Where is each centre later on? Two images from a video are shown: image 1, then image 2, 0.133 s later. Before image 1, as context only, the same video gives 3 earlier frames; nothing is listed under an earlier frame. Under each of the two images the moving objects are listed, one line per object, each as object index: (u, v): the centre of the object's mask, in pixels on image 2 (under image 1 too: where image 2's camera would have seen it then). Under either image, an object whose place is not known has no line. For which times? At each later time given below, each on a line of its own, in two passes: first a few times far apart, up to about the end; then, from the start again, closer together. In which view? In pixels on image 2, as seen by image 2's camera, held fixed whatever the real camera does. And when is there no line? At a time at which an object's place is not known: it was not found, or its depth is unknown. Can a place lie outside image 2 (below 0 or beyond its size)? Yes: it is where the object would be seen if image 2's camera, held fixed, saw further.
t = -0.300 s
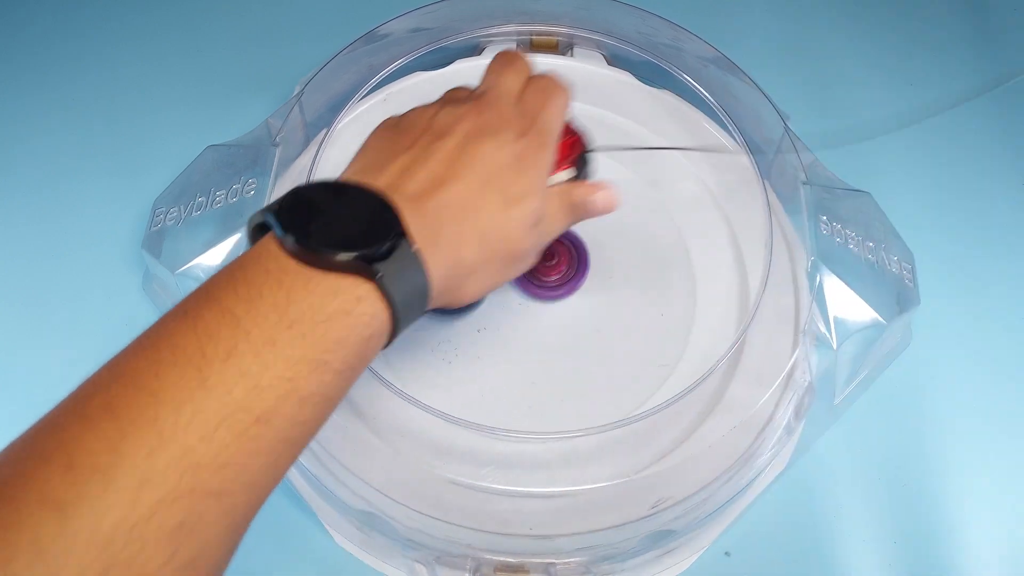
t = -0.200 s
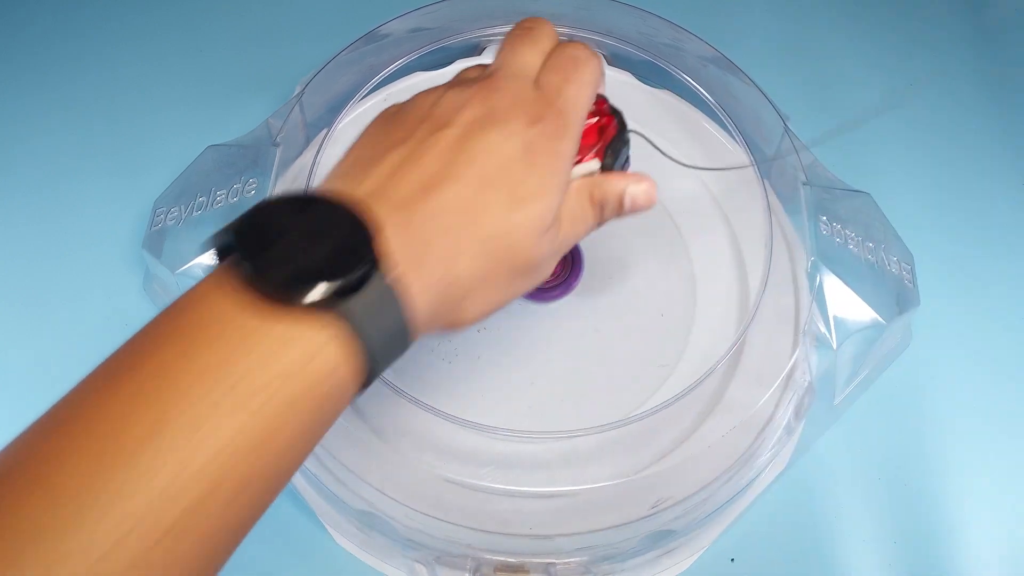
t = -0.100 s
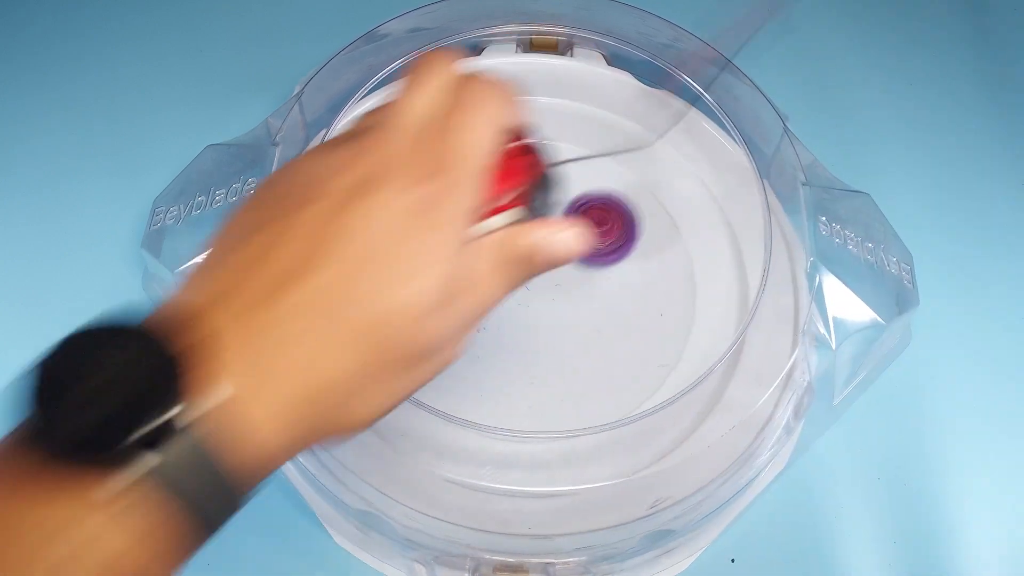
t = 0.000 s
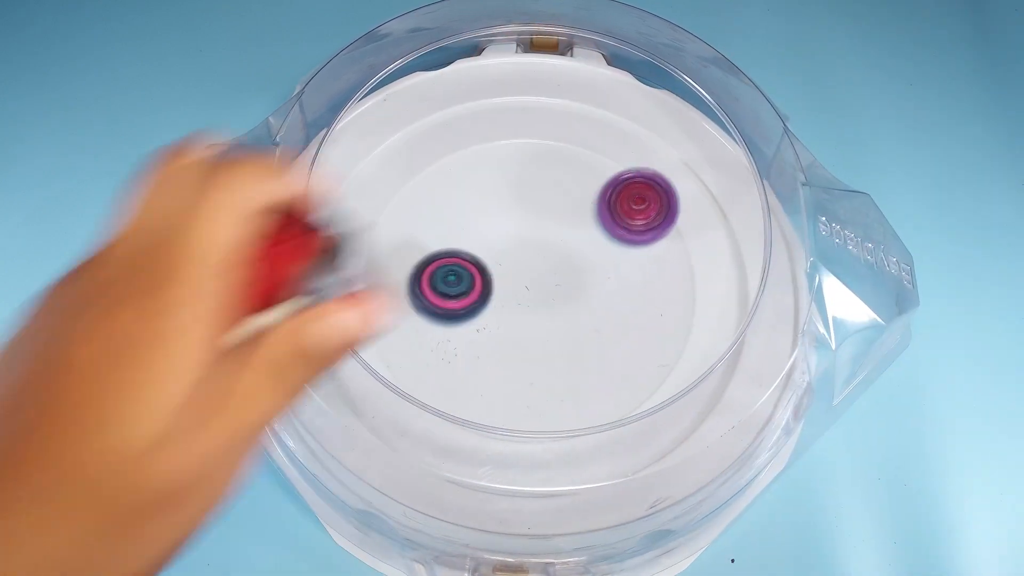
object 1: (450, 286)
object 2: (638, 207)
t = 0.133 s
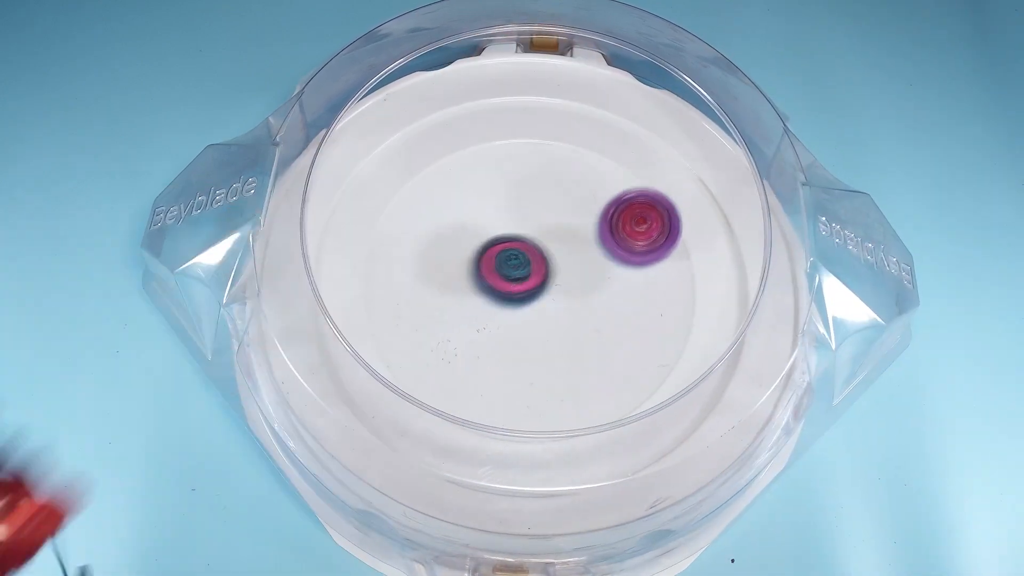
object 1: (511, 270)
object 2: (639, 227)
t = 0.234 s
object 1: (563, 279)
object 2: (643, 234)
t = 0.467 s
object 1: (582, 361)
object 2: (647, 251)
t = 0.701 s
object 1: (537, 358)
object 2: (605, 283)
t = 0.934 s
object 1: (471, 324)
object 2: (555, 244)
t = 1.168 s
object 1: (461, 274)
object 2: (598, 173)
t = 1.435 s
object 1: (564, 302)
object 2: (605, 167)
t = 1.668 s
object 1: (499, 367)
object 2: (604, 171)
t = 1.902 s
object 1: (459, 312)
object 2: (577, 210)
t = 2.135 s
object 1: (496, 248)
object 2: (580, 246)
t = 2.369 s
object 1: (522, 248)
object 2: (599, 293)
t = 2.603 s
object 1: (467, 204)
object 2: (635, 378)
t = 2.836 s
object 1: (529, 199)
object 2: (526, 383)
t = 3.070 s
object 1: (563, 284)
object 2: (440, 240)
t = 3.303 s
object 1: (487, 318)
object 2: (566, 135)
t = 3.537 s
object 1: (473, 256)
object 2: (663, 149)
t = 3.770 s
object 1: (530, 251)
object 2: (670, 146)
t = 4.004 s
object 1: (557, 300)
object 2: (671, 147)
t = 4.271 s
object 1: (518, 322)
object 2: (670, 148)
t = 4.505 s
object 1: (501, 297)
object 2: (666, 152)
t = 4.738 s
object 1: (520, 269)
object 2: (659, 160)
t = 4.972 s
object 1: (555, 267)
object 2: (652, 172)
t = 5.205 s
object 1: (539, 305)
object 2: (655, 235)
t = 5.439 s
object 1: (450, 300)
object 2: (658, 263)
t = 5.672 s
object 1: (486, 206)
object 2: (515, 322)
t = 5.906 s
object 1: (555, 170)
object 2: (475, 290)
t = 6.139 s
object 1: (595, 219)
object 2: (506, 223)
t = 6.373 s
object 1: (605, 296)
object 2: (531, 231)
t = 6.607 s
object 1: (536, 337)
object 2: (546, 261)
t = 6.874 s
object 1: (457, 355)
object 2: (541, 240)
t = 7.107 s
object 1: (442, 313)
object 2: (546, 261)
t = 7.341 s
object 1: (466, 264)
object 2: (549, 278)
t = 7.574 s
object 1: (506, 239)
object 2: (558, 305)
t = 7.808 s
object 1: (533, 232)
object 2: (543, 332)
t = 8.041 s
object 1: (549, 170)
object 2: (520, 401)
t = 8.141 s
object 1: (561, 171)
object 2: (494, 391)
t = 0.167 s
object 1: (534, 266)
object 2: (636, 234)
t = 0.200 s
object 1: (555, 268)
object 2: (633, 240)
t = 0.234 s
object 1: (563, 279)
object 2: (643, 234)
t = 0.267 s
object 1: (570, 293)
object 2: (653, 231)
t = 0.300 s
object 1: (577, 305)
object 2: (657, 229)
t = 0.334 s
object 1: (583, 318)
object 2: (657, 231)
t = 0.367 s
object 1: (587, 331)
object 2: (656, 235)
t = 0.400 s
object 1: (589, 343)
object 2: (654, 240)
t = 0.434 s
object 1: (587, 354)
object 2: (651, 245)
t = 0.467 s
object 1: (582, 361)
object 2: (647, 251)
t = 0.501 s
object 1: (576, 366)
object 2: (643, 256)
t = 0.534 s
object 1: (569, 369)
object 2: (637, 261)
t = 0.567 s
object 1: (562, 369)
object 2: (632, 266)
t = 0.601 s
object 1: (555, 368)
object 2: (626, 271)
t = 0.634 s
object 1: (549, 366)
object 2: (619, 275)
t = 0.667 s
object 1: (543, 363)
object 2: (612, 279)
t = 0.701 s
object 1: (537, 358)
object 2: (605, 283)
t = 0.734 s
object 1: (531, 353)
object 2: (595, 286)
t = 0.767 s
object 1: (526, 345)
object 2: (585, 288)
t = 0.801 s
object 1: (511, 350)
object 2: (580, 278)
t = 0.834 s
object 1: (496, 352)
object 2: (576, 265)
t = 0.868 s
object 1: (484, 348)
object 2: (570, 255)
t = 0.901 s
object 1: (476, 338)
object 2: (562, 248)
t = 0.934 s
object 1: (471, 324)
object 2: (555, 244)
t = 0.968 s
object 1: (472, 306)
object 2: (549, 242)
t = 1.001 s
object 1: (477, 289)
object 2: (544, 241)
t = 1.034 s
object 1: (467, 288)
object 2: (558, 222)
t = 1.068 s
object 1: (458, 290)
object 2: (572, 203)
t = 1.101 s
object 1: (455, 288)
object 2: (584, 188)
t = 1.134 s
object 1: (456, 282)
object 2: (593, 178)
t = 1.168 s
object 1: (461, 274)
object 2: (598, 173)
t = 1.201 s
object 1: (470, 264)
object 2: (601, 173)
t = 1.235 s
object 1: (483, 255)
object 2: (602, 175)
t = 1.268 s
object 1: (498, 249)
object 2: (602, 177)
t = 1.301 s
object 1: (516, 246)
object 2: (602, 180)
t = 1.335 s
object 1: (533, 247)
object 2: (601, 183)
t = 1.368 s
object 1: (550, 252)
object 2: (599, 188)
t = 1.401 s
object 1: (560, 273)
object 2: (601, 181)
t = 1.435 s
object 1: (564, 302)
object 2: (605, 167)
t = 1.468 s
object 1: (564, 324)
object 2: (608, 159)
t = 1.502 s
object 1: (558, 342)
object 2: (608, 157)
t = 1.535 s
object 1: (547, 356)
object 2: (609, 158)
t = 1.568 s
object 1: (534, 365)
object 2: (608, 159)
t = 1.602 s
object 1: (521, 369)
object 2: (608, 163)
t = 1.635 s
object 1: (509, 370)
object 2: (606, 166)
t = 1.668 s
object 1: (499, 367)
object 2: (604, 171)
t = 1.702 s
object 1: (488, 364)
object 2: (601, 175)
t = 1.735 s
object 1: (480, 358)
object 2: (598, 180)
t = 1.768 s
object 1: (473, 350)
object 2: (594, 186)
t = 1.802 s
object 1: (467, 343)
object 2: (590, 192)
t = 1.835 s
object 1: (463, 334)
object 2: (586, 198)
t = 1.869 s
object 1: (460, 324)
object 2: (581, 204)
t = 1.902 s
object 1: (459, 312)
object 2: (577, 210)
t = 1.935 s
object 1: (461, 299)
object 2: (571, 217)
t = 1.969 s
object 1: (466, 284)
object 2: (566, 225)
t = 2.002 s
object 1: (475, 270)
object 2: (560, 234)
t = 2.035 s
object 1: (479, 262)
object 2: (562, 237)
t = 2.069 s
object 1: (482, 257)
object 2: (569, 238)
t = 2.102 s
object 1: (489, 252)
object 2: (574, 241)
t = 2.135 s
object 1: (496, 248)
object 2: (580, 246)
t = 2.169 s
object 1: (502, 246)
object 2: (587, 251)
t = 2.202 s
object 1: (502, 245)
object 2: (599, 256)
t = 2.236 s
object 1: (507, 244)
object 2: (605, 262)
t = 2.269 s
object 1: (514, 245)
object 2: (605, 269)
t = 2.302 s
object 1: (521, 246)
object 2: (600, 275)
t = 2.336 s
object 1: (521, 247)
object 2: (601, 284)
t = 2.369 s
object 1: (522, 248)
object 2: (599, 293)
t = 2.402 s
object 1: (526, 252)
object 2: (593, 300)
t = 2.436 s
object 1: (512, 246)
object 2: (605, 317)
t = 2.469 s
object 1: (490, 234)
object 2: (624, 338)
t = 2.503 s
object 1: (475, 225)
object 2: (638, 355)
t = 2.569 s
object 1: (465, 209)
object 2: (641, 373)
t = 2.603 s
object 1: (467, 204)
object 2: (635, 378)
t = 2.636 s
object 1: (474, 198)
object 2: (626, 382)
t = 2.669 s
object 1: (482, 195)
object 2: (614, 386)
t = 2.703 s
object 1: (491, 193)
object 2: (601, 388)
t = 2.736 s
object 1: (500, 192)
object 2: (586, 391)
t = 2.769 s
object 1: (509, 193)
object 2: (568, 391)
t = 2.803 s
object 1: (519, 195)
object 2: (548, 389)
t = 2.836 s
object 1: (529, 199)
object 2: (526, 383)
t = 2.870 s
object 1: (537, 205)
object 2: (504, 374)
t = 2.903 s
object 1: (546, 214)
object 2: (484, 359)
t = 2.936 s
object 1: (555, 227)
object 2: (465, 340)
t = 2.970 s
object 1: (562, 242)
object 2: (451, 319)
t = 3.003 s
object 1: (565, 257)
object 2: (442, 293)
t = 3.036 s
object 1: (566, 271)
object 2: (437, 267)
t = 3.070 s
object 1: (563, 284)
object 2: (440, 240)
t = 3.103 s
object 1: (557, 296)
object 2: (448, 216)
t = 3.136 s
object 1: (549, 307)
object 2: (459, 192)
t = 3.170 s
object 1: (538, 315)
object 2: (475, 173)
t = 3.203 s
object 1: (526, 320)
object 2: (495, 156)
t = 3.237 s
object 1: (512, 323)
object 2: (517, 143)
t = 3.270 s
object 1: (500, 322)
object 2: (541, 136)
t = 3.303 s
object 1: (487, 318)
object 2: (566, 135)
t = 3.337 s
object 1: (477, 311)
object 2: (590, 136)
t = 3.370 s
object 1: (469, 303)
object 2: (611, 140)
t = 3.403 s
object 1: (464, 295)
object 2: (629, 143)
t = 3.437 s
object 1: (462, 276)
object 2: (653, 148)
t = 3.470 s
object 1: (464, 269)
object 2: (659, 149)
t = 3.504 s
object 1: (468, 262)
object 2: (661, 149)
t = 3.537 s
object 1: (473, 256)
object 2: (663, 149)
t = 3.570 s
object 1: (480, 251)
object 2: (664, 149)
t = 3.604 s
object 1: (487, 248)
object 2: (665, 148)
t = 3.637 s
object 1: (495, 246)
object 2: (667, 148)
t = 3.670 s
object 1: (504, 245)
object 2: (668, 147)
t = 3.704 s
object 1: (512, 246)
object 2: (669, 147)
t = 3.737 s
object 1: (521, 248)
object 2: (669, 147)
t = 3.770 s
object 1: (530, 251)
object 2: (670, 146)
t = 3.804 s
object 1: (538, 256)
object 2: (671, 146)
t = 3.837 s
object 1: (545, 262)
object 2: (671, 146)
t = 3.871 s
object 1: (550, 268)
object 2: (672, 146)
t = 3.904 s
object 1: (554, 276)
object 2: (671, 147)
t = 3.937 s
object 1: (557, 284)
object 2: (671, 147)
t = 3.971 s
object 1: (558, 292)
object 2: (671, 147)
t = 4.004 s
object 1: (557, 300)
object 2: (671, 147)
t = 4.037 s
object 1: (555, 307)
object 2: (671, 147)
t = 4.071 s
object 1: (551, 313)
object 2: (671, 147)
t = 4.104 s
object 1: (546, 317)
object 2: (671, 147)
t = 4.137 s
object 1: (541, 321)
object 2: (671, 147)
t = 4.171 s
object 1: (535, 323)
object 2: (671, 147)
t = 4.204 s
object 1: (529, 324)
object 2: (671, 148)
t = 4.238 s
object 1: (523, 323)
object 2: (671, 148)
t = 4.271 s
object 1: (518, 322)
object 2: (670, 148)
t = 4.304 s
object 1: (513, 320)
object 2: (670, 149)
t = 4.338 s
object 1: (509, 317)
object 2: (670, 149)
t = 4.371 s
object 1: (506, 314)
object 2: (669, 150)
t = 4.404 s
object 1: (503, 310)
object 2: (668, 150)
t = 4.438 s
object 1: (501, 306)
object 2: (668, 151)
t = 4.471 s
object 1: (501, 302)
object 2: (667, 152)
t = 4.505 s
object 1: (501, 297)
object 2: (666, 152)
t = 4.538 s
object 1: (501, 292)
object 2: (665, 153)
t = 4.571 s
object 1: (502, 288)
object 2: (664, 154)
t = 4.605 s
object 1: (505, 284)
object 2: (663, 155)
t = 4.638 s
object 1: (508, 280)
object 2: (662, 156)
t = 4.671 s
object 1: (511, 276)
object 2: (661, 157)
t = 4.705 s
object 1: (516, 272)
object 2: (660, 158)
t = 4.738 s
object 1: (520, 269)
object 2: (659, 160)
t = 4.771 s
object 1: (525, 267)
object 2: (658, 161)
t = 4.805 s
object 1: (530, 266)
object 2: (657, 162)
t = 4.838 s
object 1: (536, 265)
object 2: (656, 164)
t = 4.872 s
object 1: (541, 264)
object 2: (655, 166)
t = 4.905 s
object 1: (546, 265)
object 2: (654, 167)
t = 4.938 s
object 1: (550, 266)
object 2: (653, 169)
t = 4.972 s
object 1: (555, 267)
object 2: (652, 172)
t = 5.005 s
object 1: (558, 269)
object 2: (651, 177)
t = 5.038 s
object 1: (561, 271)
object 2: (650, 185)
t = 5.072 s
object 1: (563, 274)
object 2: (649, 196)
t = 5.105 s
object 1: (564, 276)
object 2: (647, 209)
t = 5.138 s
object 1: (566, 279)
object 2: (644, 226)
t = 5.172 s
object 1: (563, 283)
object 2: (640, 242)
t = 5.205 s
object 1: (539, 305)
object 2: (655, 235)
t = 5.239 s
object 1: (517, 323)
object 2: (669, 234)
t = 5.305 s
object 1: (481, 337)
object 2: (681, 234)
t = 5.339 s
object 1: (468, 334)
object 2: (679, 238)
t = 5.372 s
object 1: (459, 325)
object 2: (674, 244)
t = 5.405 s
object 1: (452, 314)
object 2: (668, 253)
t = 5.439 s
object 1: (450, 300)
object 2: (658, 263)
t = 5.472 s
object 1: (451, 286)
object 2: (644, 275)
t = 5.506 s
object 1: (455, 273)
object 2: (626, 288)
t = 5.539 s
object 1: (461, 263)
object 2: (602, 298)
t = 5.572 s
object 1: (470, 254)
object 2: (573, 305)
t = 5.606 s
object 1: (482, 247)
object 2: (542, 307)
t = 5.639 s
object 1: (485, 227)
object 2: (525, 314)
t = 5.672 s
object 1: (486, 206)
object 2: (515, 322)
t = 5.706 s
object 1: (492, 190)
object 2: (506, 325)
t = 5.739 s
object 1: (501, 179)
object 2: (499, 324)
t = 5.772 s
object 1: (512, 173)
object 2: (493, 319)
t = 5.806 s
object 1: (524, 169)
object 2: (487, 314)
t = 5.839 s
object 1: (535, 167)
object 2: (482, 307)
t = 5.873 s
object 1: (545, 168)
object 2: (478, 299)
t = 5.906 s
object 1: (555, 170)
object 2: (475, 290)
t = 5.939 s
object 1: (563, 174)
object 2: (473, 280)
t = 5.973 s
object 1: (571, 179)
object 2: (473, 269)
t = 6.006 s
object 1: (578, 186)
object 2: (475, 259)
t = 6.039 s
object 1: (583, 193)
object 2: (479, 248)
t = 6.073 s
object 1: (588, 201)
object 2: (486, 238)
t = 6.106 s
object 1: (592, 210)
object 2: (495, 230)
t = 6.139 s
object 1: (595, 219)
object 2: (506, 223)
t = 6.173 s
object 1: (599, 229)
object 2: (515, 219)
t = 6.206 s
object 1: (611, 240)
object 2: (514, 218)
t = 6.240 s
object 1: (617, 252)
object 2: (516, 221)
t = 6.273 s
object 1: (618, 265)
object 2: (518, 223)
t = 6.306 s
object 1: (616, 276)
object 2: (522, 225)
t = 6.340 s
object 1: (612, 286)
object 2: (526, 228)
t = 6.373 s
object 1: (605, 296)
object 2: (531, 231)
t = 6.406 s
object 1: (597, 304)
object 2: (537, 236)
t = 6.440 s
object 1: (588, 311)
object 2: (542, 242)
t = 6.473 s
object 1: (580, 320)
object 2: (546, 248)
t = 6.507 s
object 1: (571, 329)
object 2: (546, 250)
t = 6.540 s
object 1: (559, 334)
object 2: (546, 253)
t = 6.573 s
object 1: (547, 336)
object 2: (546, 257)
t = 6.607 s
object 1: (536, 337)
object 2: (546, 261)
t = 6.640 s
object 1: (527, 350)
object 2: (544, 253)
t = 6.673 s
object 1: (516, 362)
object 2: (541, 242)
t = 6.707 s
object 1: (504, 367)
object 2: (538, 236)
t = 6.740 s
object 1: (492, 367)
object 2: (536, 233)
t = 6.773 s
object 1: (482, 365)
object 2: (536, 234)
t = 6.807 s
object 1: (472, 362)
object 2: (538, 236)
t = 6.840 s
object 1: (464, 358)
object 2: (539, 238)
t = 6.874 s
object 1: (457, 355)
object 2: (541, 240)
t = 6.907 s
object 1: (451, 350)
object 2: (542, 243)
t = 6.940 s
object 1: (447, 345)
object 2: (543, 245)
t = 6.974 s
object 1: (444, 339)
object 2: (544, 248)
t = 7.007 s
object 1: (442, 333)
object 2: (545, 251)
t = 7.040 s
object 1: (441, 326)
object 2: (546, 254)
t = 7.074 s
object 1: (441, 320)
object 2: (546, 257)
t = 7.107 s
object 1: (442, 313)
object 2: (546, 261)
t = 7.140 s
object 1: (444, 306)
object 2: (547, 264)
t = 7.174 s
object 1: (446, 299)
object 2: (546, 267)
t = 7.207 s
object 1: (450, 291)
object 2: (545, 270)
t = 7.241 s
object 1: (454, 283)
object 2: (544, 273)
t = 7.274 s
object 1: (459, 277)
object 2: (544, 275)
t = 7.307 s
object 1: (461, 271)
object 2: (547, 276)
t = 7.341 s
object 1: (466, 264)
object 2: (549, 278)
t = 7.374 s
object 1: (469, 257)
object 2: (552, 280)
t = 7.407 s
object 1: (474, 252)
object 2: (554, 283)
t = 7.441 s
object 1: (479, 247)
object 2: (558, 288)
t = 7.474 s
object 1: (485, 243)
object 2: (560, 293)
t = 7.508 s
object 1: (493, 241)
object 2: (559, 297)
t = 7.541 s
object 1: (500, 241)
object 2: (558, 301)
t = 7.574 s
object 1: (506, 239)
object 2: (558, 305)
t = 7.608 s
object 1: (508, 236)
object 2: (560, 311)
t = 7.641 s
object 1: (513, 236)
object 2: (558, 316)
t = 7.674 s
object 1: (518, 237)
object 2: (553, 319)
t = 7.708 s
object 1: (524, 239)
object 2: (549, 321)
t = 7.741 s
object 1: (529, 240)
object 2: (545, 321)
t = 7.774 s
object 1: (534, 242)
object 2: (541, 320)
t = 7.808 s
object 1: (533, 232)
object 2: (543, 332)
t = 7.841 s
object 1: (529, 211)
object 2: (547, 357)
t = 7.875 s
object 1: (528, 194)
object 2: (548, 378)
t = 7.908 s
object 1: (530, 182)
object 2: (546, 391)
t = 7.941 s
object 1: (535, 176)
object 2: (541, 397)
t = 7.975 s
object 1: (540, 173)
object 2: (535, 401)
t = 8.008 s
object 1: (545, 172)
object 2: (527, 401)
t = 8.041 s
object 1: (549, 170)
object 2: (520, 401)
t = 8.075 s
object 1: (553, 170)
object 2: (512, 399)
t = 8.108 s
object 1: (557, 170)
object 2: (503, 396)
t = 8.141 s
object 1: (561, 171)
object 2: (494, 391)
